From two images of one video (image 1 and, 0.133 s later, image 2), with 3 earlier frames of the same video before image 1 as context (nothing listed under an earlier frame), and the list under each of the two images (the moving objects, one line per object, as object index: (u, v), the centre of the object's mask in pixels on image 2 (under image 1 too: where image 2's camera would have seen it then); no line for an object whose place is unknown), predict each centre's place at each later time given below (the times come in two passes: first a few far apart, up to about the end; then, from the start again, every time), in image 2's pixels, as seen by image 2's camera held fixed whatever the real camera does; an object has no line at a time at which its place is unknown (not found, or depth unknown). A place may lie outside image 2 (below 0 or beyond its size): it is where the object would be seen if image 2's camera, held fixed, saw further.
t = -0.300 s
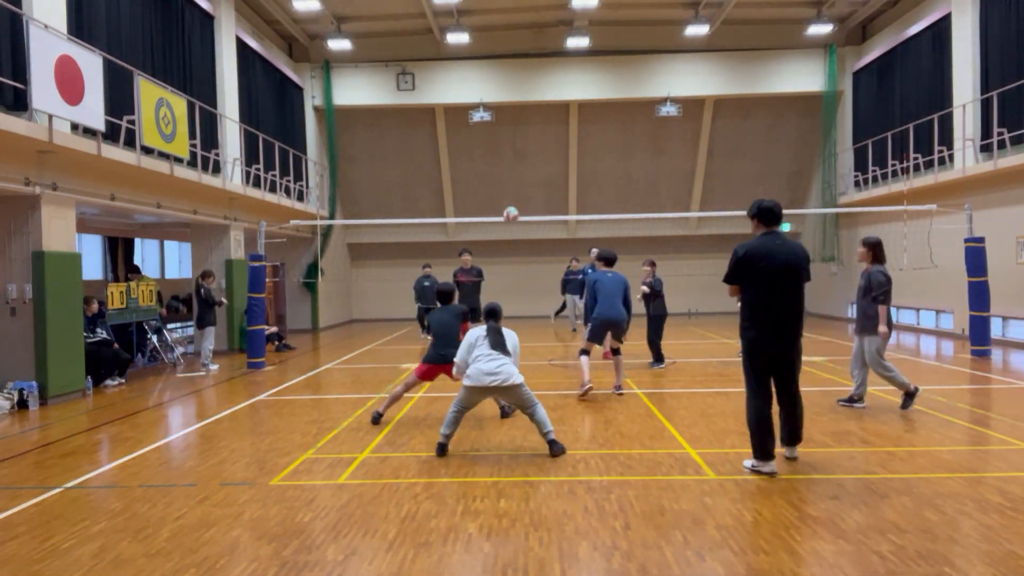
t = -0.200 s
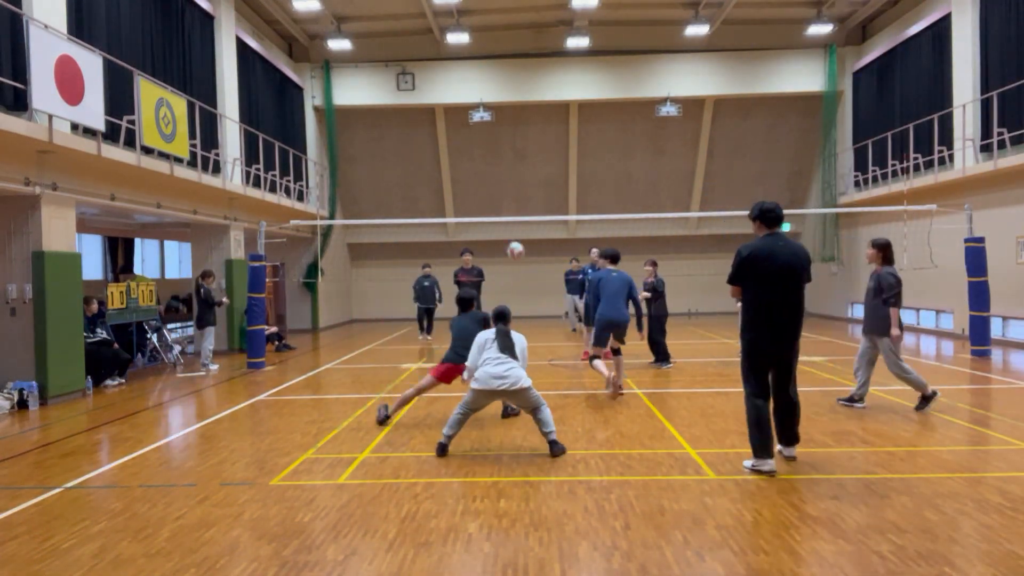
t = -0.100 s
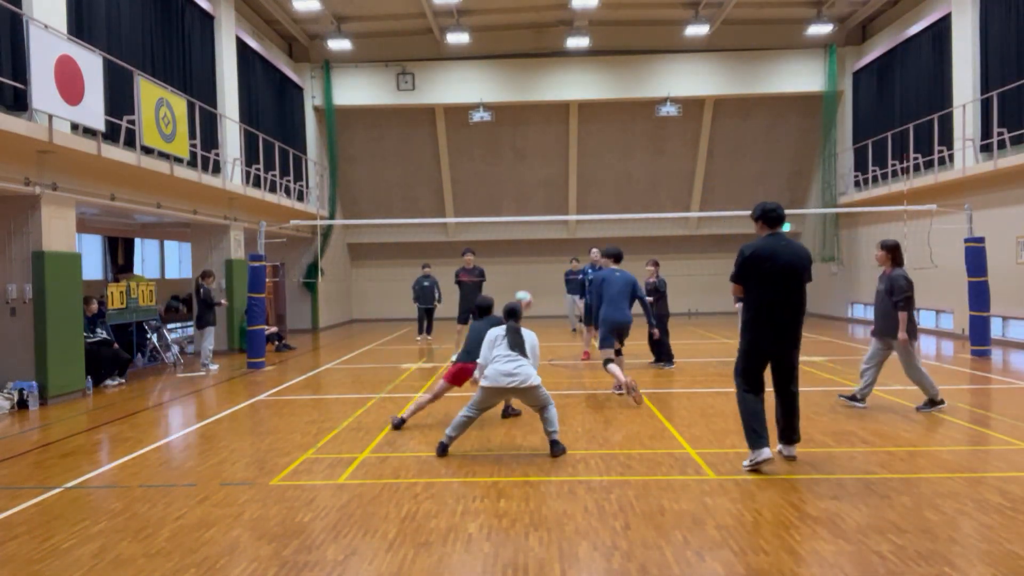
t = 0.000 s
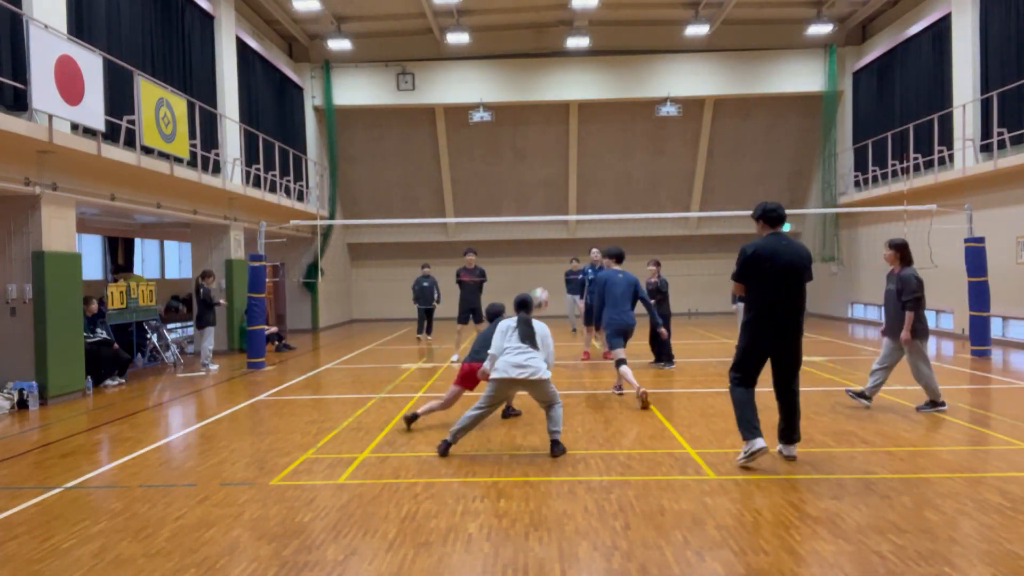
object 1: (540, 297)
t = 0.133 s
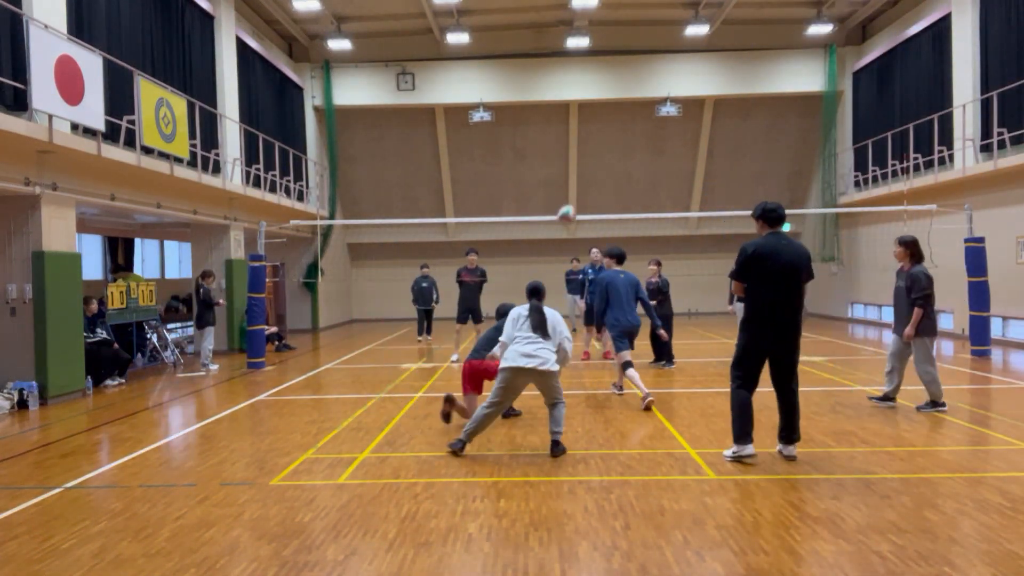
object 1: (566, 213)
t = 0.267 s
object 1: (592, 152)
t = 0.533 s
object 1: (635, 88)
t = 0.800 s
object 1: (674, 86)
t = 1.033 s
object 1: (703, 123)
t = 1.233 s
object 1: (727, 181)
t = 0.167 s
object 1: (573, 196)
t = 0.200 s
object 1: (579, 180)
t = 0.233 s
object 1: (586, 165)
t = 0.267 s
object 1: (592, 152)
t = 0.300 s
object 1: (597, 140)
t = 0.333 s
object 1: (603, 129)
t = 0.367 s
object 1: (608, 120)
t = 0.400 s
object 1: (614, 112)
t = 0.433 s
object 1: (619, 104)
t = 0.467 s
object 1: (625, 98)
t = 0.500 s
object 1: (630, 92)
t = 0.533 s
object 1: (635, 88)
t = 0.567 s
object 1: (640, 85)
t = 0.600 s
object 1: (646, 82)
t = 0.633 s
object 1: (650, 81)
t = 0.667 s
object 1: (655, 79)
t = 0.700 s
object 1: (660, 80)
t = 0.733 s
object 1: (665, 81)
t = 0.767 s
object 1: (669, 83)
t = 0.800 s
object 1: (674, 86)
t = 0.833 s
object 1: (678, 89)
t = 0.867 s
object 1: (683, 92)
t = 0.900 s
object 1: (688, 97)
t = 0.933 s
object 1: (691, 103)
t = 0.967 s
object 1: (695, 108)
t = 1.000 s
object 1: (699, 115)
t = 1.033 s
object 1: (703, 123)
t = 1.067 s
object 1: (708, 131)
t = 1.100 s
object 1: (712, 140)
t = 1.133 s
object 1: (715, 150)
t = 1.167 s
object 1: (719, 159)
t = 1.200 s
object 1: (723, 170)
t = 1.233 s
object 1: (727, 181)
